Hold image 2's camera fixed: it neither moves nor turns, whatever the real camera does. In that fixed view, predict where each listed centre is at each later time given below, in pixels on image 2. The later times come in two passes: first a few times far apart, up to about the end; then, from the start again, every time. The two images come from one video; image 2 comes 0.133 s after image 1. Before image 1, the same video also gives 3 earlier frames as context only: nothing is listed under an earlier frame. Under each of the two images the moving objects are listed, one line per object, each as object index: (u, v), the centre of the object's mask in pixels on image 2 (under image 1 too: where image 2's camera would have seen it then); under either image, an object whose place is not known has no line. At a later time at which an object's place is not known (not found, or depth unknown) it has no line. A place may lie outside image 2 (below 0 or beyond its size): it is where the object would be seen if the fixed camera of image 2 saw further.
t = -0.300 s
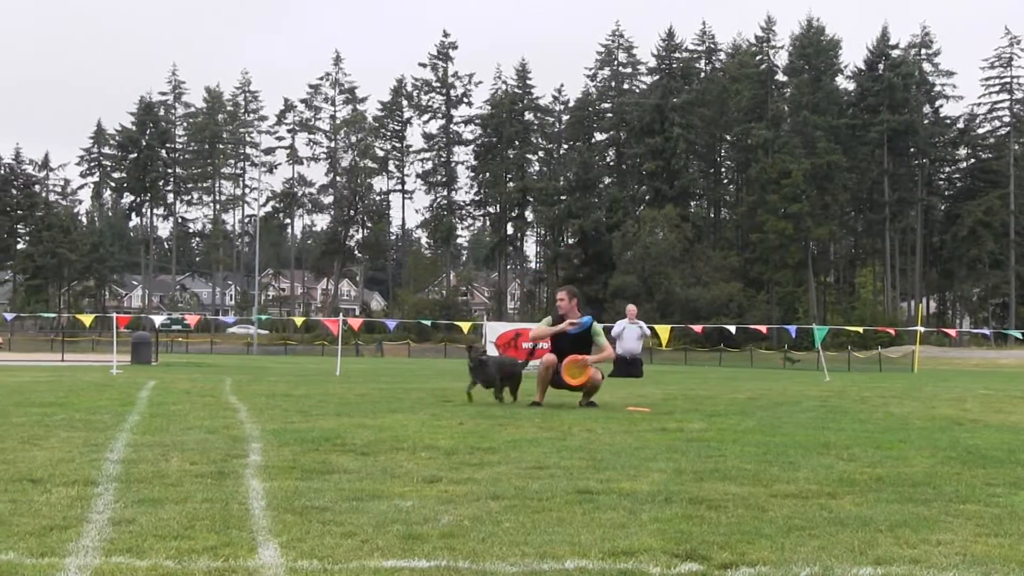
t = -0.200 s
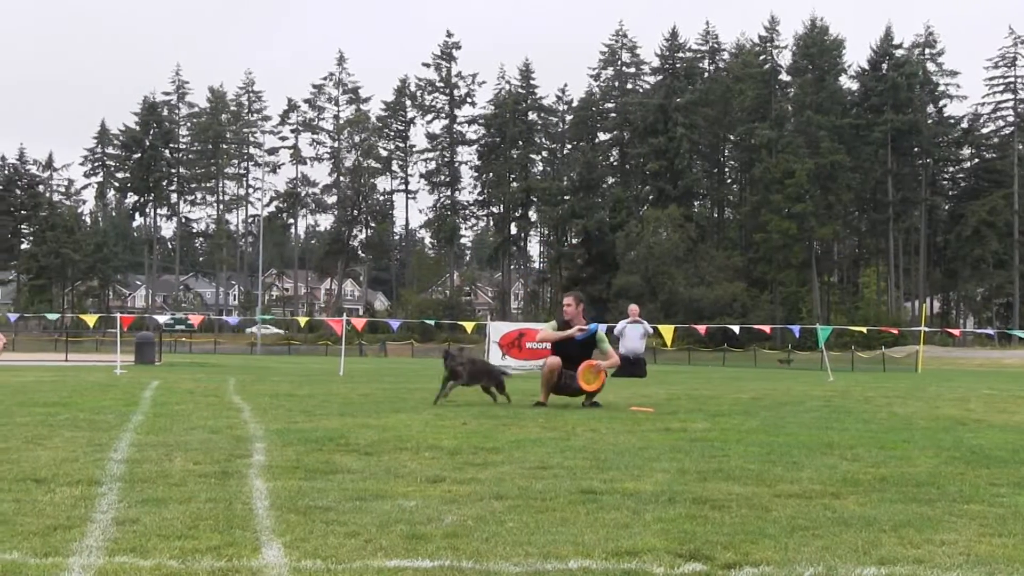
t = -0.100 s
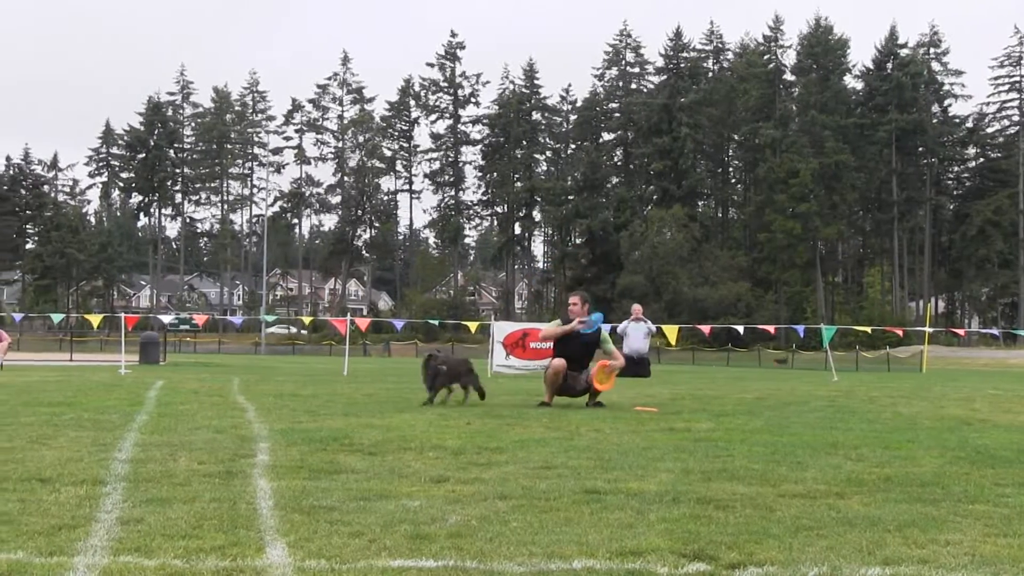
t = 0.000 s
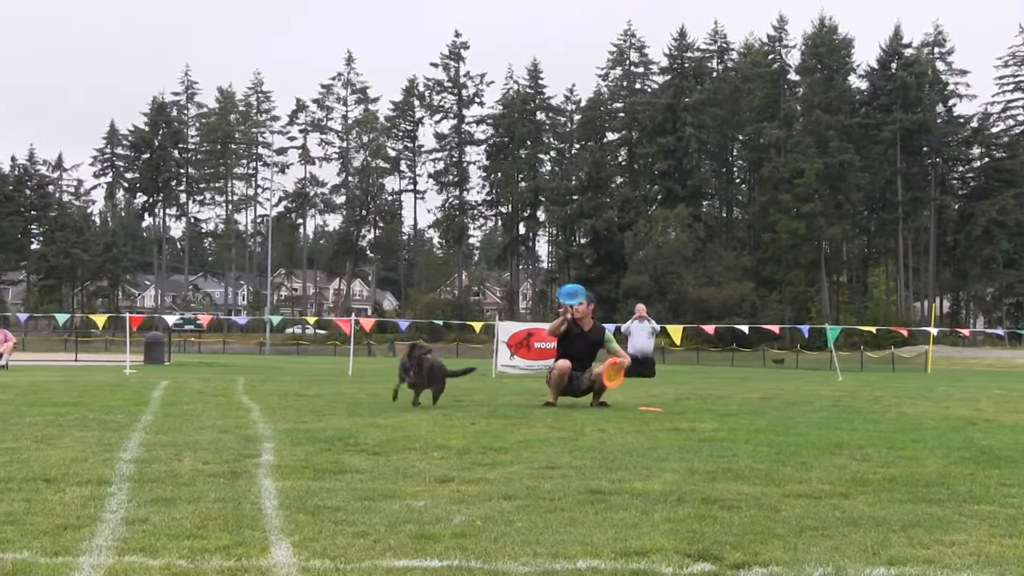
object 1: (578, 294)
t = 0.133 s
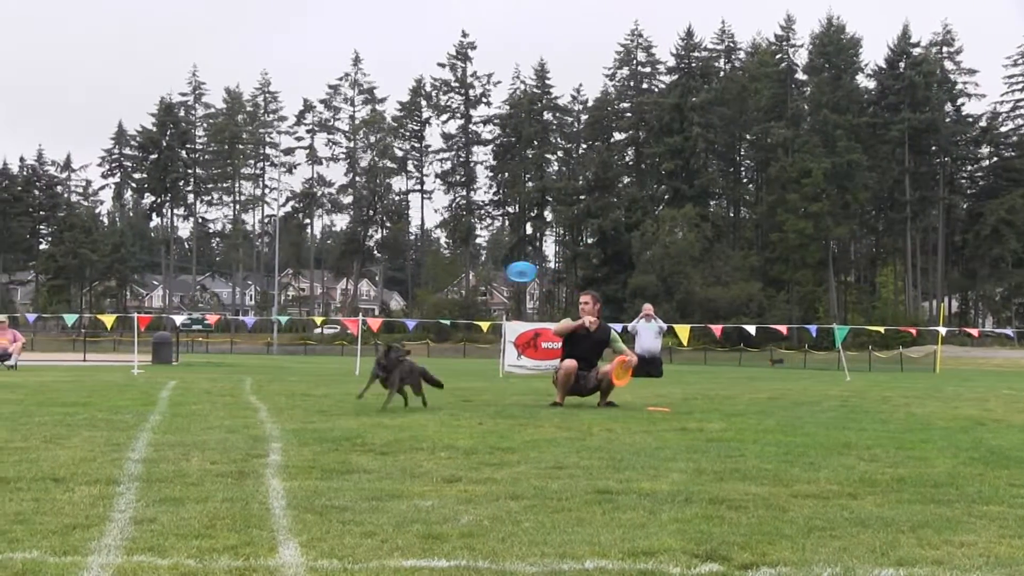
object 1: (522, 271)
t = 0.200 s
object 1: (491, 268)
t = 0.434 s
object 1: (371, 291)
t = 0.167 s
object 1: (506, 269)
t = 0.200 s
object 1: (491, 268)
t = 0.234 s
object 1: (475, 268)
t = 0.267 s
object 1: (458, 268)
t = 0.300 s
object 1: (442, 271)
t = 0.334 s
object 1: (425, 274)
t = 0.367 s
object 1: (407, 278)
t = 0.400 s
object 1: (389, 284)
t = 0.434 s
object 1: (371, 291)
